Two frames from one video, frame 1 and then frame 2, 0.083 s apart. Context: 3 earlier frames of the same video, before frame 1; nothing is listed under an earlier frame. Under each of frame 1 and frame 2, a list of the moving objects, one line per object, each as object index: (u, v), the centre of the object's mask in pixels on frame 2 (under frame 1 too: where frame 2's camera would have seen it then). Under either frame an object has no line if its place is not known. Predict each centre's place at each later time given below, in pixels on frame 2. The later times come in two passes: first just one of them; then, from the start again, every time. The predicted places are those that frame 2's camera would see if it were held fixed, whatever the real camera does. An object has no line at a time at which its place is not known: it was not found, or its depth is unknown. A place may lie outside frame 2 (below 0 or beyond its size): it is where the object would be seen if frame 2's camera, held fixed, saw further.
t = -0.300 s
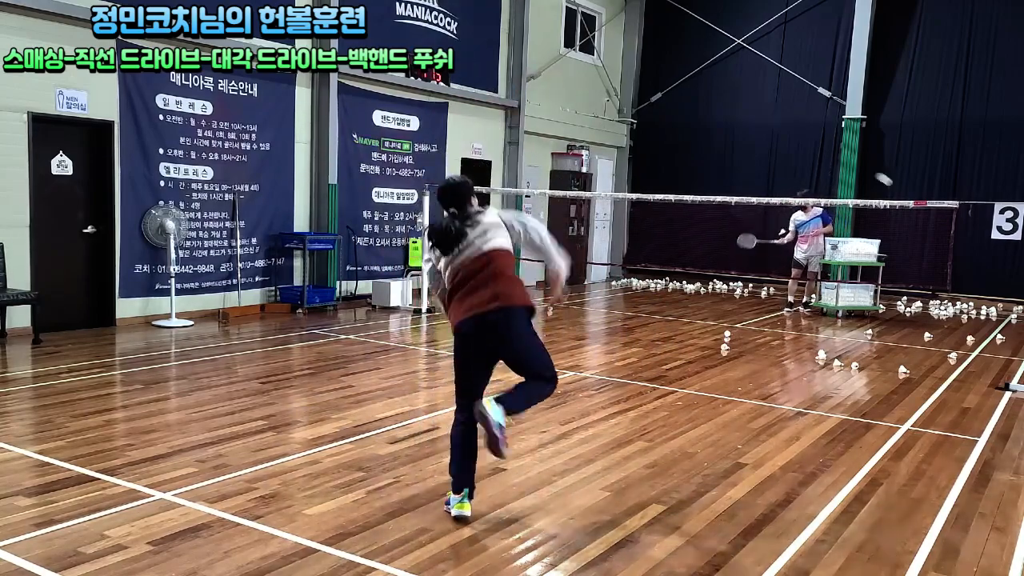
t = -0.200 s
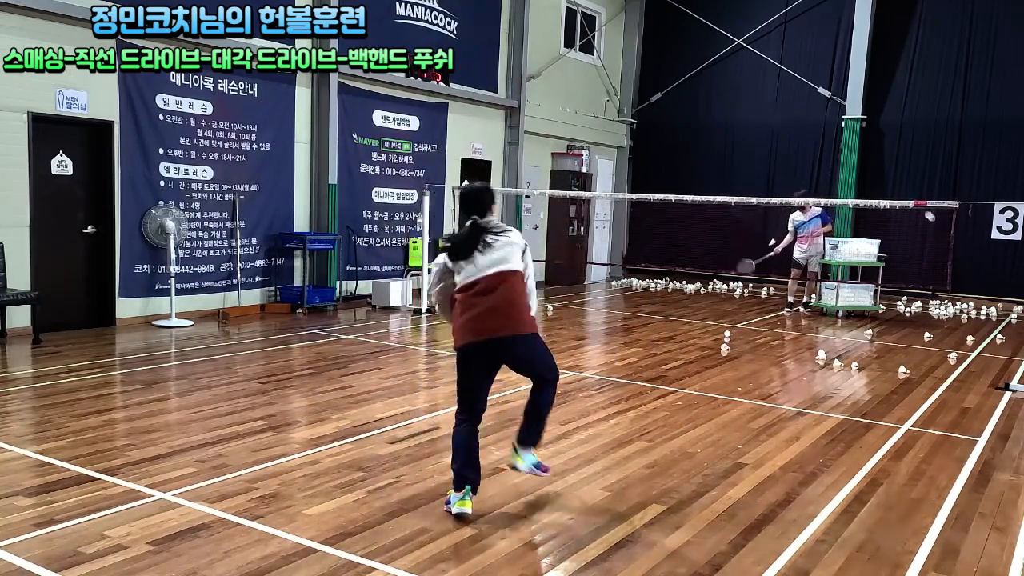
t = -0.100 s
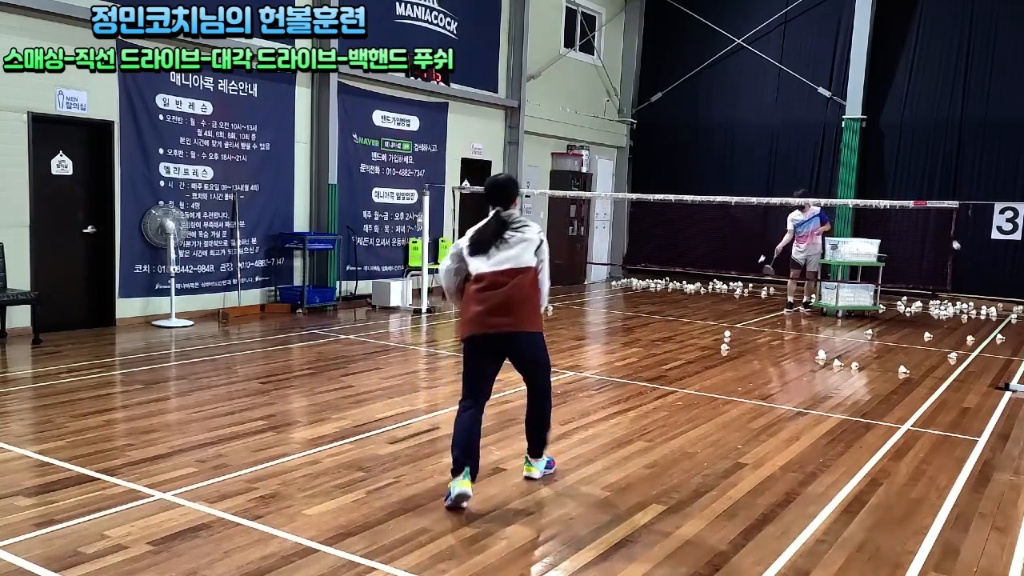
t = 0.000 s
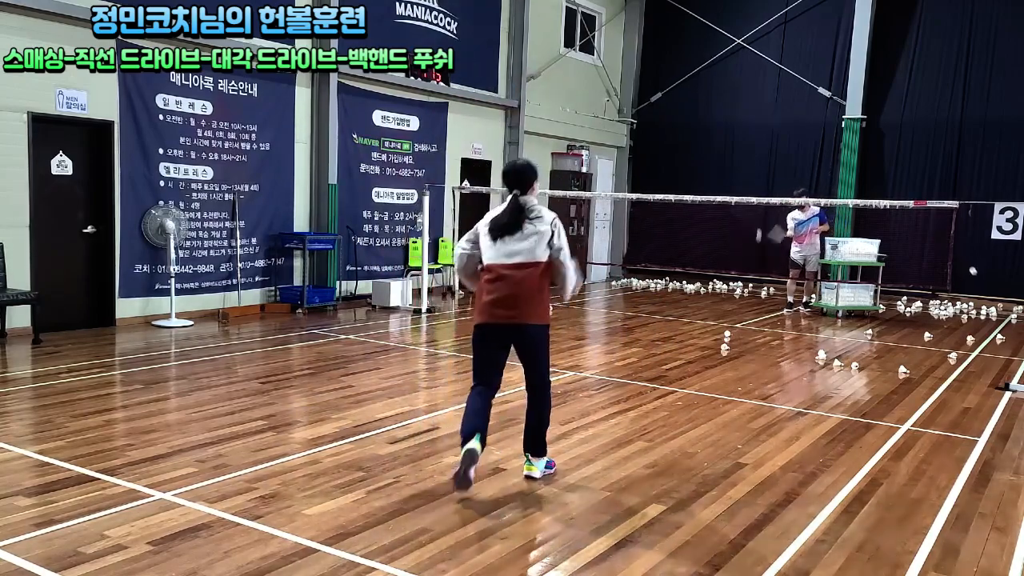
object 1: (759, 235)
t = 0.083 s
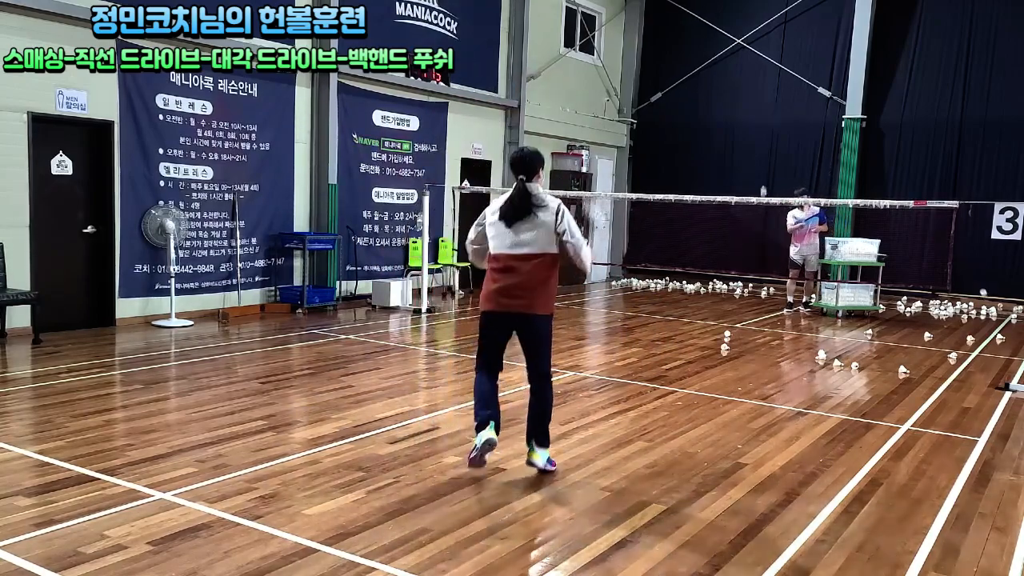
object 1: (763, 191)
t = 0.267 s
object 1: (769, 122)
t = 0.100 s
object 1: (763, 184)
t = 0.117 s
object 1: (763, 176)
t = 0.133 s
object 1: (763, 169)
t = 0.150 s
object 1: (765, 161)
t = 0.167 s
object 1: (767, 155)
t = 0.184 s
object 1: (767, 150)
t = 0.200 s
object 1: (767, 145)
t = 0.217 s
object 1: (767, 139)
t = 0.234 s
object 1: (767, 133)
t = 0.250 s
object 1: (767, 127)
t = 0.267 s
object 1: (769, 122)
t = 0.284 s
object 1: (770, 119)
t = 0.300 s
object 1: (770, 115)
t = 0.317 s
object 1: (770, 112)
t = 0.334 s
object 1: (770, 109)
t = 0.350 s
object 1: (769, 106)
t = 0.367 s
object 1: (769, 102)
